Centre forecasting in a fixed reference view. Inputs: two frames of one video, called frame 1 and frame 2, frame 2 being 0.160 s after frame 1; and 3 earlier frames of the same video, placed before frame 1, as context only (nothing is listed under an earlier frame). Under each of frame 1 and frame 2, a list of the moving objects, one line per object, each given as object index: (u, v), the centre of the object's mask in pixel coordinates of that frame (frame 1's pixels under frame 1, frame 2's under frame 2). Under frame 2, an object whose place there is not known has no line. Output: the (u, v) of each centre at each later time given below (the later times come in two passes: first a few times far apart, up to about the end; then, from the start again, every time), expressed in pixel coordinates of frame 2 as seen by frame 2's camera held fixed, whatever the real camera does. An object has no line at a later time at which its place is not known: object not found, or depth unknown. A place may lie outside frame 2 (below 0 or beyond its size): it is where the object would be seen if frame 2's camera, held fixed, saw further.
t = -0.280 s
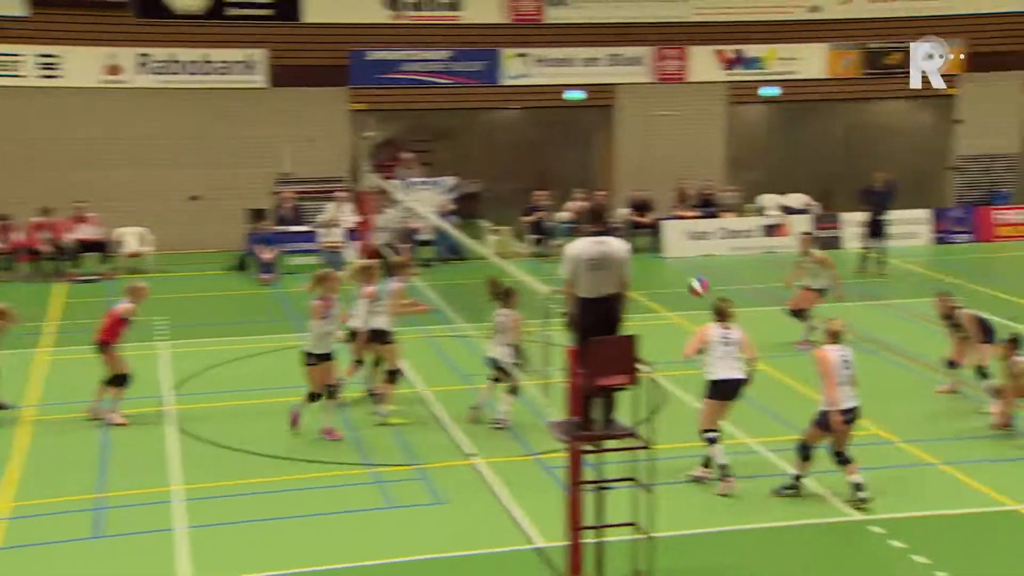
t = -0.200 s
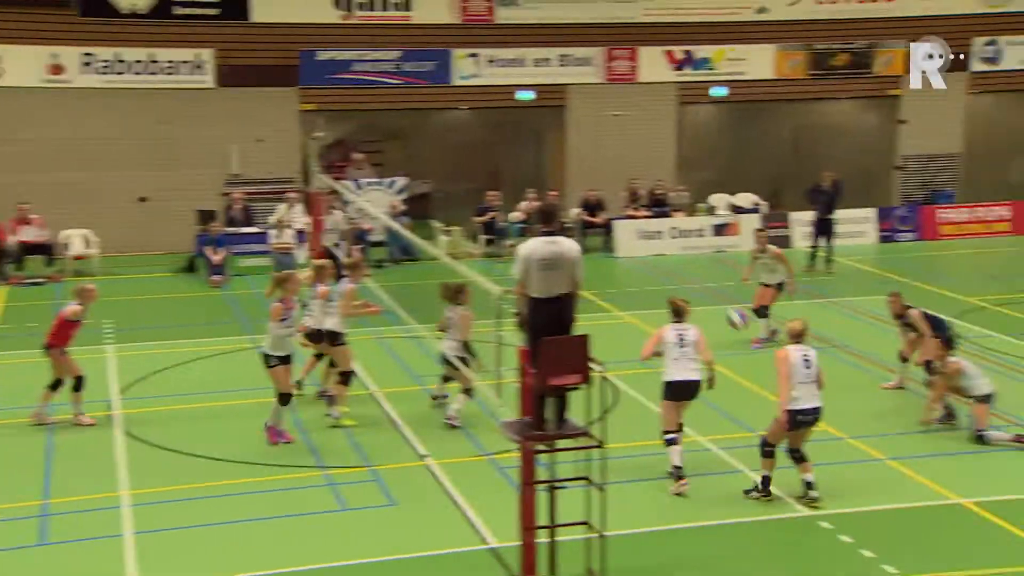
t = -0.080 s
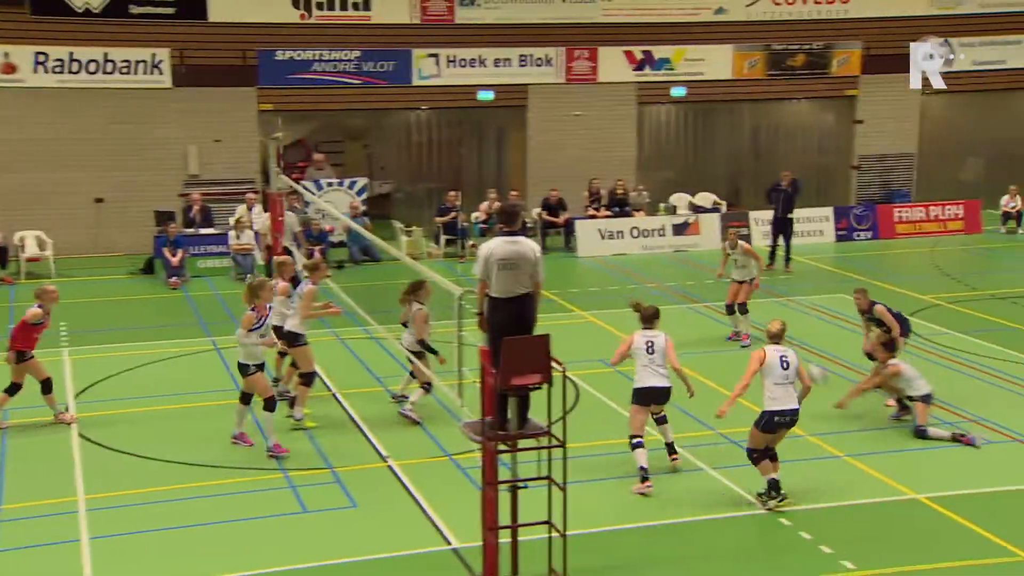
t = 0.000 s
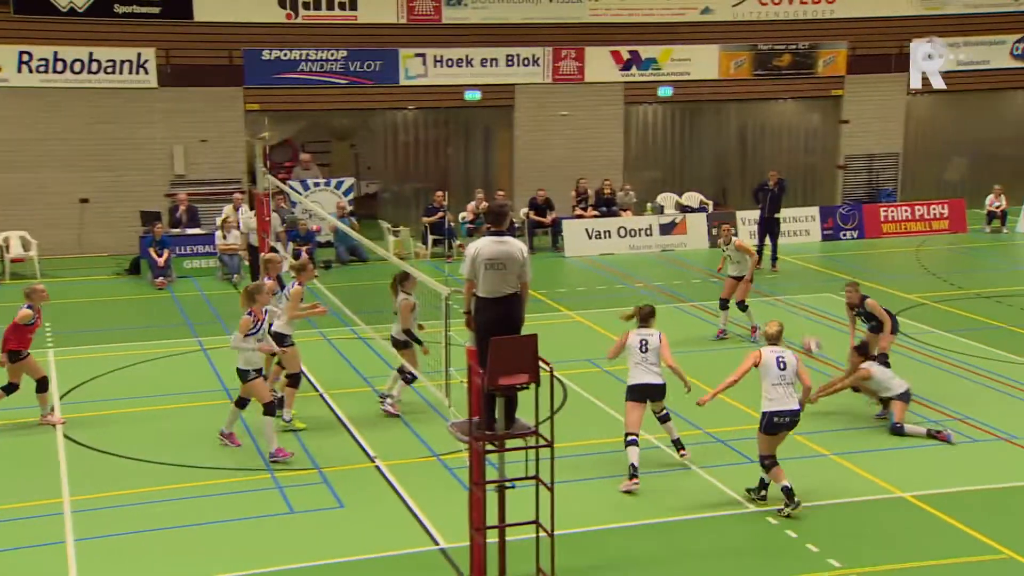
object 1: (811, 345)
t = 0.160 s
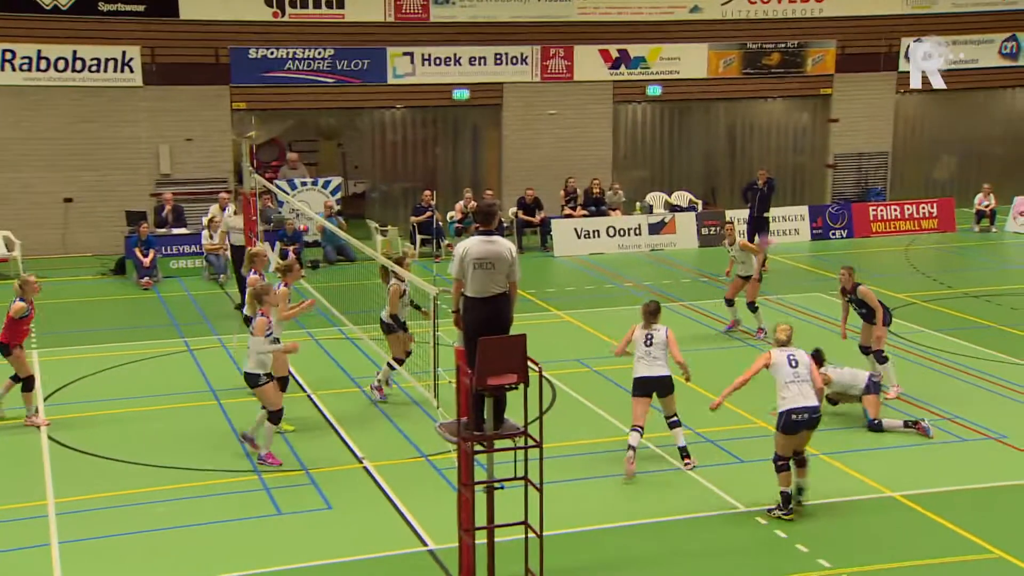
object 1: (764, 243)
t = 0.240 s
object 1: (748, 202)
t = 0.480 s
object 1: (704, 111)
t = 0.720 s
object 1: (660, 70)
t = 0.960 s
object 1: (617, 81)
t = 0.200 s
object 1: (757, 224)
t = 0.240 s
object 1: (748, 202)
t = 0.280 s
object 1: (741, 185)
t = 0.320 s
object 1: (733, 167)
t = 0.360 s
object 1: (725, 151)
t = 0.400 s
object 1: (718, 135)
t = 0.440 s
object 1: (711, 124)
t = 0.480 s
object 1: (704, 111)
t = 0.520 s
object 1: (695, 100)
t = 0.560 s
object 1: (689, 92)
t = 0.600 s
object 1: (681, 85)
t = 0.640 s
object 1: (674, 79)
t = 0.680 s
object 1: (669, 74)
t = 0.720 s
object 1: (660, 70)
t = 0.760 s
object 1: (654, 68)
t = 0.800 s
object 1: (647, 67)
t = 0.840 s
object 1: (639, 69)
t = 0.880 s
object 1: (632, 71)
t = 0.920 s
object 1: (624, 73)
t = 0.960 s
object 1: (617, 81)
